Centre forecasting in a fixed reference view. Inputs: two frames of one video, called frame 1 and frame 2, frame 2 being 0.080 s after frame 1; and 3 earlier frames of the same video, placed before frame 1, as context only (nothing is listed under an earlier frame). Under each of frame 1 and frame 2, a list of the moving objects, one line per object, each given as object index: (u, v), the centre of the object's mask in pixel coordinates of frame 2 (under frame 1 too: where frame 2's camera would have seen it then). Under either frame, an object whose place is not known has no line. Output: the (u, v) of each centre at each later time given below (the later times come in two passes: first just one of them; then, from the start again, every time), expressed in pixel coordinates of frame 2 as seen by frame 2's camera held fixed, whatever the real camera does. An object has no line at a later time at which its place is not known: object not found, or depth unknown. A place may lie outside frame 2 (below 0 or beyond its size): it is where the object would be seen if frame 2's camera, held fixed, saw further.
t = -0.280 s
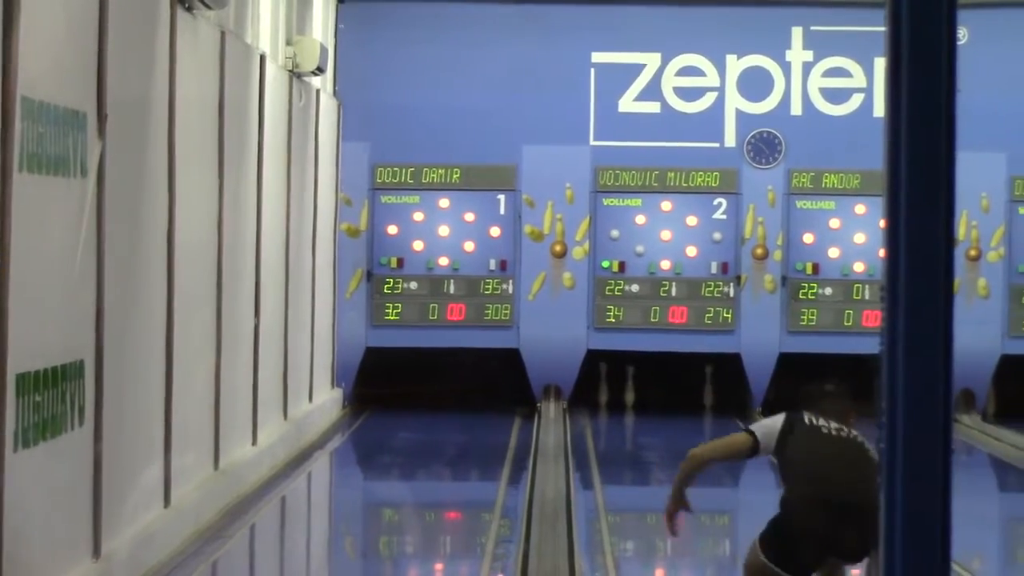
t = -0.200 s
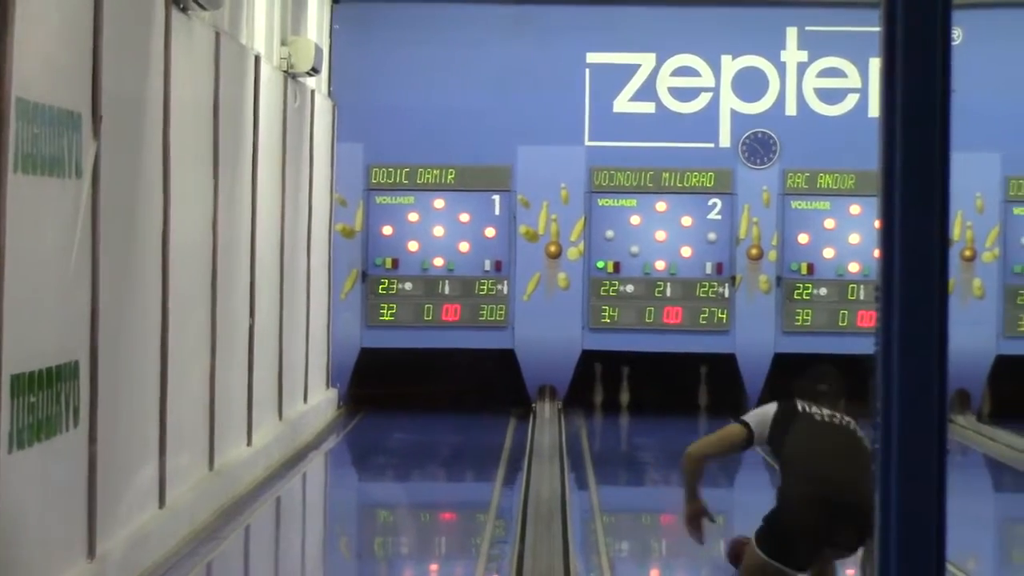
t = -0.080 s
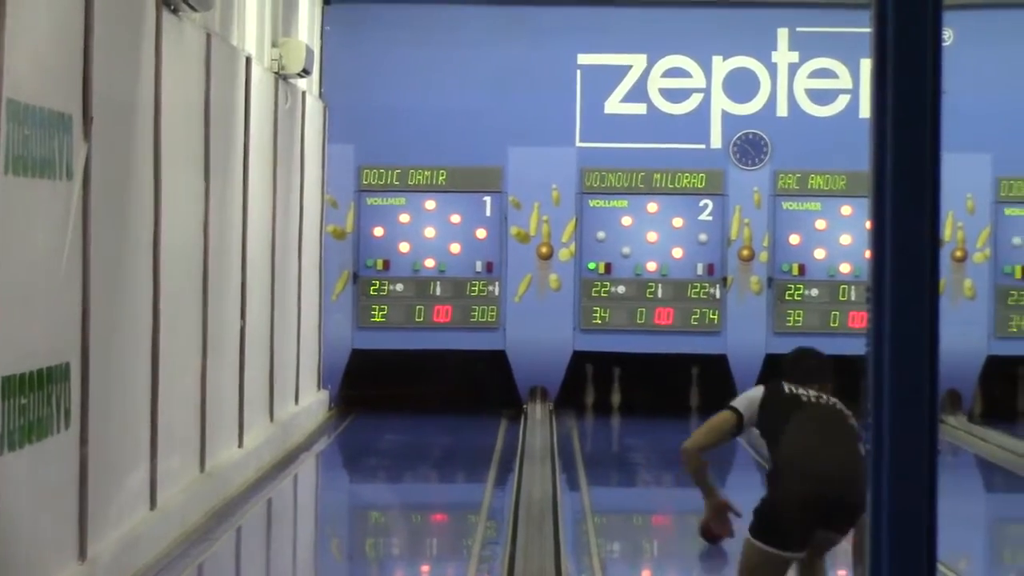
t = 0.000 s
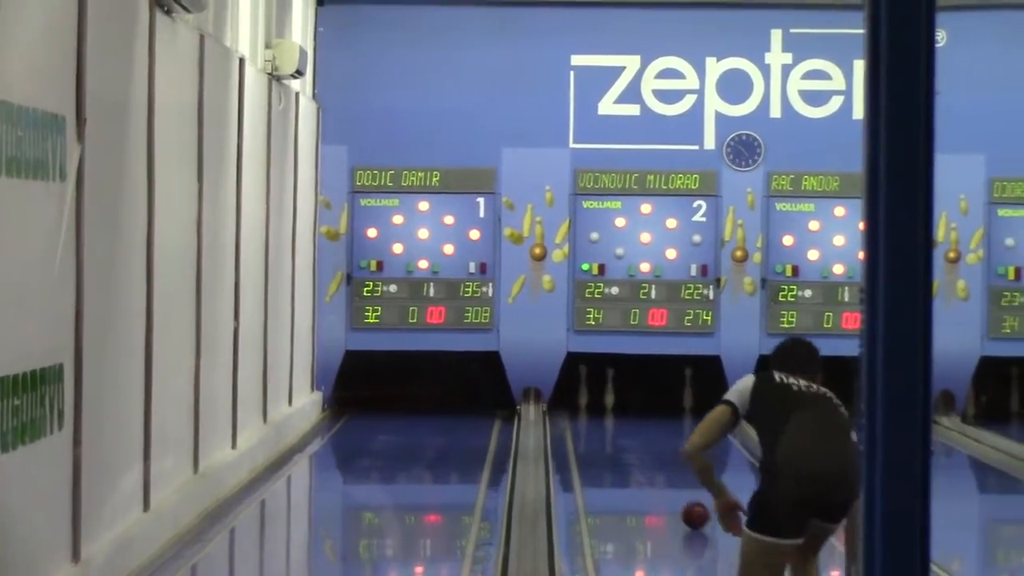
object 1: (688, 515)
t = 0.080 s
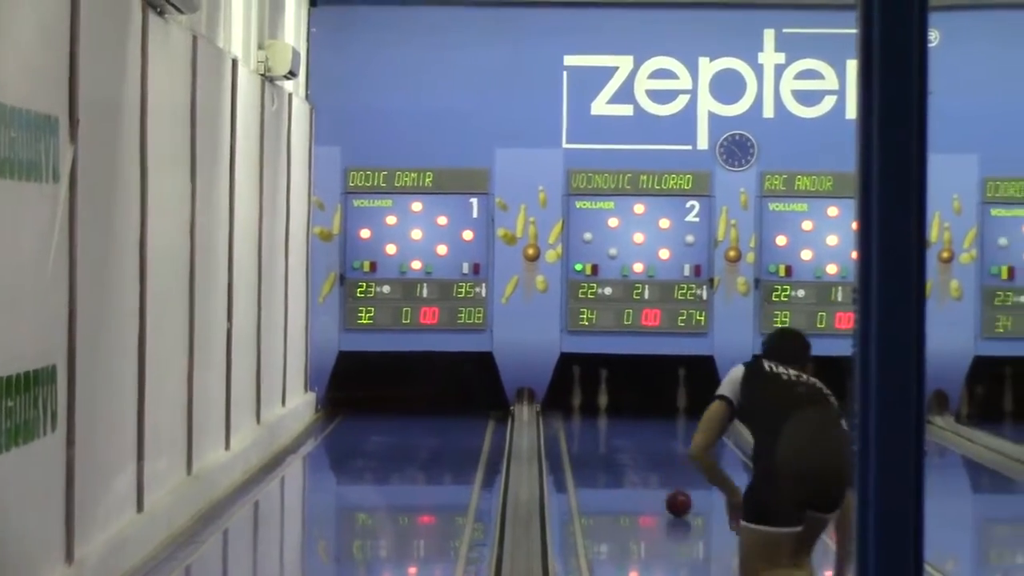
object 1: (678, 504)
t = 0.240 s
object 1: (660, 482)
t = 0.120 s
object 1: (673, 498)
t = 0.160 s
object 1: (669, 493)
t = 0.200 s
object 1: (664, 487)
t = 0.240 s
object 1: (660, 482)
